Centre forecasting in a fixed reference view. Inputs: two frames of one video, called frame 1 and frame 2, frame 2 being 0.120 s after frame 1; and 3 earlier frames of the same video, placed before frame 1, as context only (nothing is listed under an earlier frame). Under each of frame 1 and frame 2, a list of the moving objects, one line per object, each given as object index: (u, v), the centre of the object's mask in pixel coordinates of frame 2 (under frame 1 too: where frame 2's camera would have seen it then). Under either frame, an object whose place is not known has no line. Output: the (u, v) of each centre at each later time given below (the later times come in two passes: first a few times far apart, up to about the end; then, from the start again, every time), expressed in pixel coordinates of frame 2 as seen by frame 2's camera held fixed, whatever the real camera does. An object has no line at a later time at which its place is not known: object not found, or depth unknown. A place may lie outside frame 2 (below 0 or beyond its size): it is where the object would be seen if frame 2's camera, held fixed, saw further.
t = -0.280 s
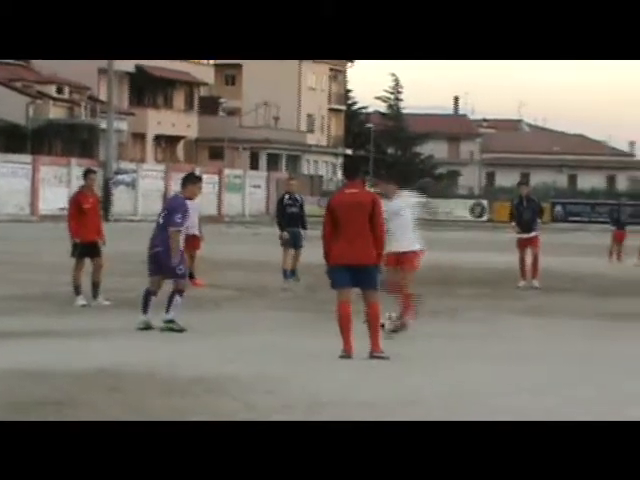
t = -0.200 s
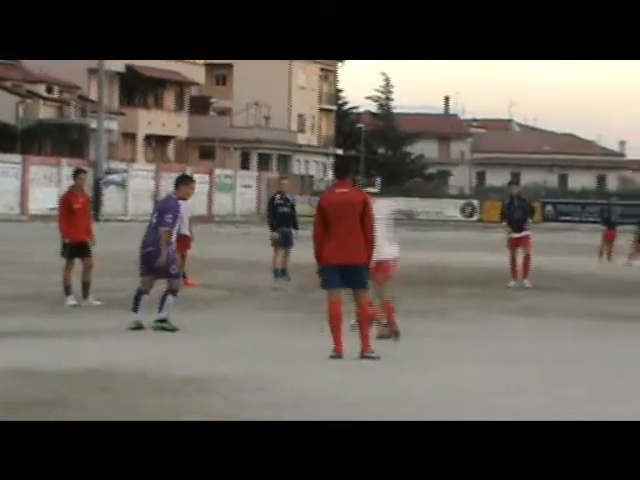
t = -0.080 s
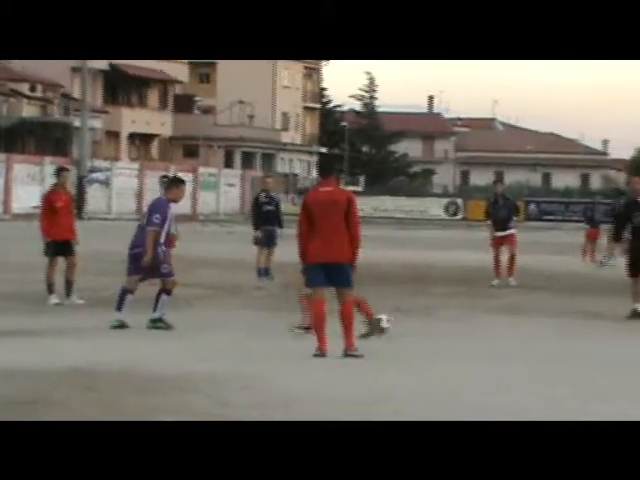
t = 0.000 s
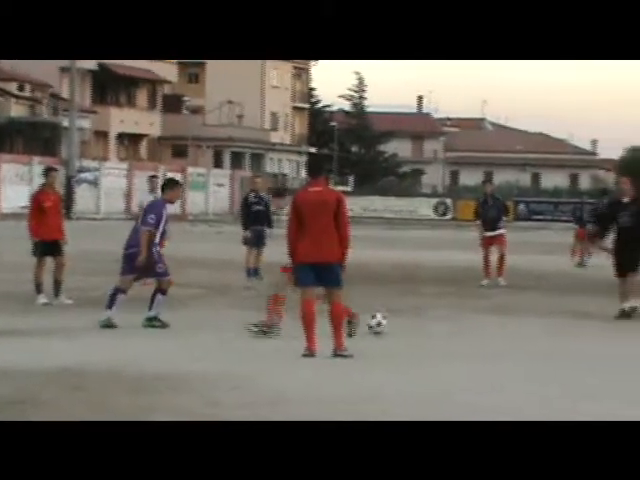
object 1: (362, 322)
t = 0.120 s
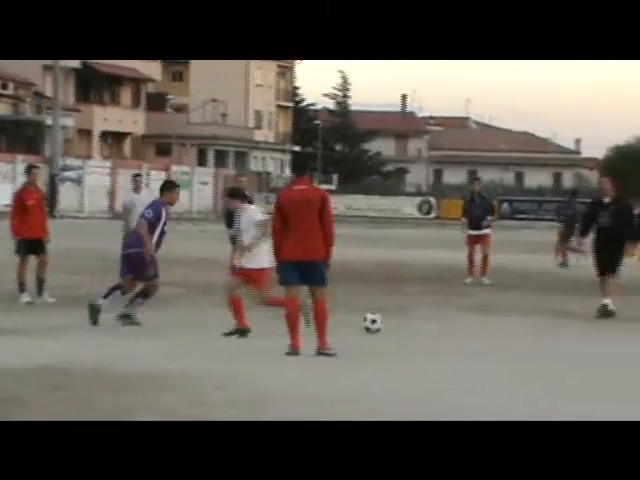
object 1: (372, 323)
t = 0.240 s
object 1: (380, 322)
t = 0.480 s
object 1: (399, 324)
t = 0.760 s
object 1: (417, 325)
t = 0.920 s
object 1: (427, 322)
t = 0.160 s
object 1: (376, 323)
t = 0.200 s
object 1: (378, 322)
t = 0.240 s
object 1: (380, 322)
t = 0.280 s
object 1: (384, 323)
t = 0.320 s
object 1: (387, 323)
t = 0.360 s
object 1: (389, 323)
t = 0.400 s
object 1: (393, 322)
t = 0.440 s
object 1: (396, 323)
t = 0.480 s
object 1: (399, 324)
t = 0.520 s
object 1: (402, 323)
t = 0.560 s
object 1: (406, 324)
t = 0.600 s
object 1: (408, 324)
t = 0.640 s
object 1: (410, 325)
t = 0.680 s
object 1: (412, 324)
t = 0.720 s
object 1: (415, 324)
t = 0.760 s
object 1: (417, 325)
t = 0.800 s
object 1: (420, 325)
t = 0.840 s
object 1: (422, 325)
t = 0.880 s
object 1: (425, 324)
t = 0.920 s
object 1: (427, 322)
